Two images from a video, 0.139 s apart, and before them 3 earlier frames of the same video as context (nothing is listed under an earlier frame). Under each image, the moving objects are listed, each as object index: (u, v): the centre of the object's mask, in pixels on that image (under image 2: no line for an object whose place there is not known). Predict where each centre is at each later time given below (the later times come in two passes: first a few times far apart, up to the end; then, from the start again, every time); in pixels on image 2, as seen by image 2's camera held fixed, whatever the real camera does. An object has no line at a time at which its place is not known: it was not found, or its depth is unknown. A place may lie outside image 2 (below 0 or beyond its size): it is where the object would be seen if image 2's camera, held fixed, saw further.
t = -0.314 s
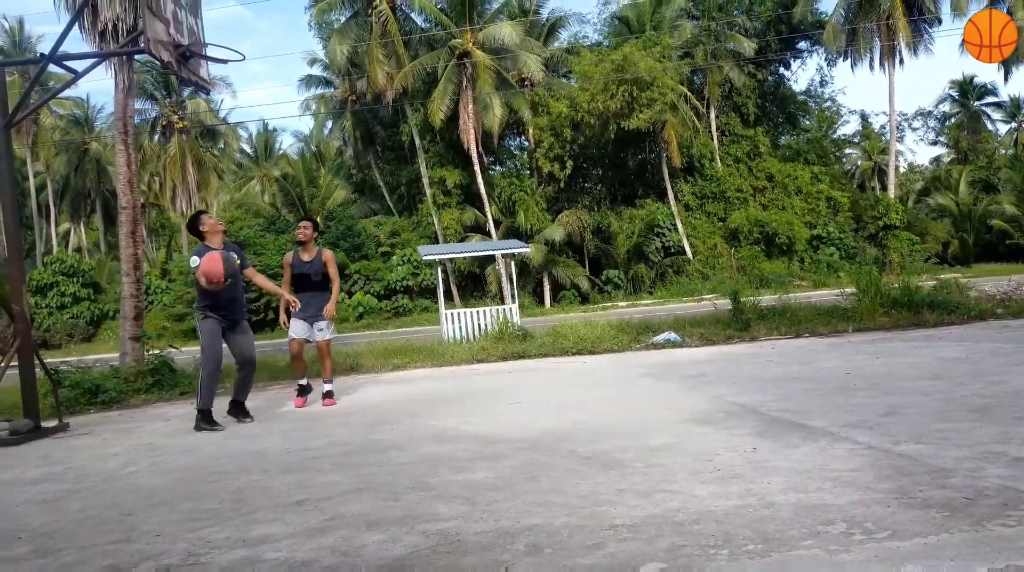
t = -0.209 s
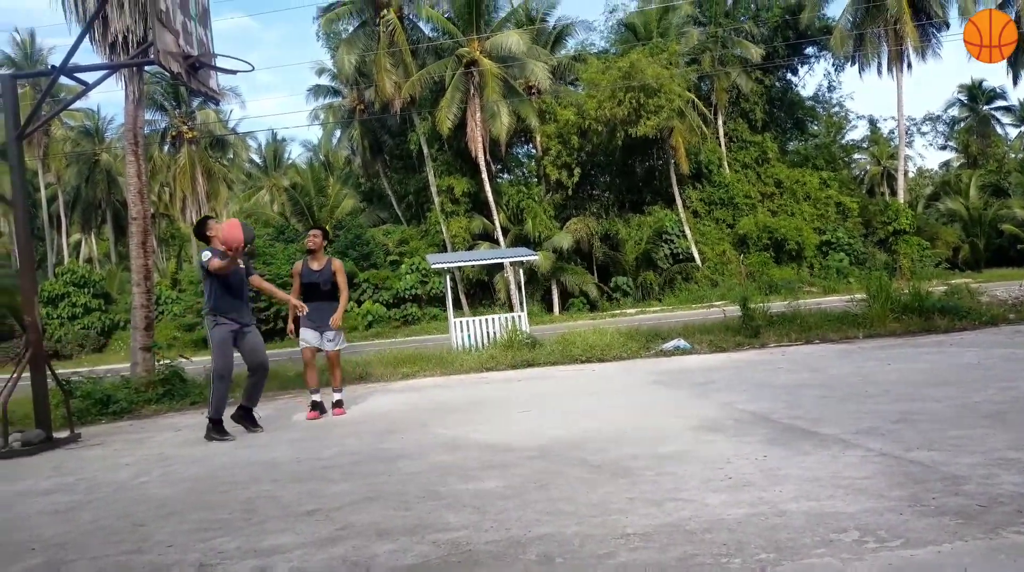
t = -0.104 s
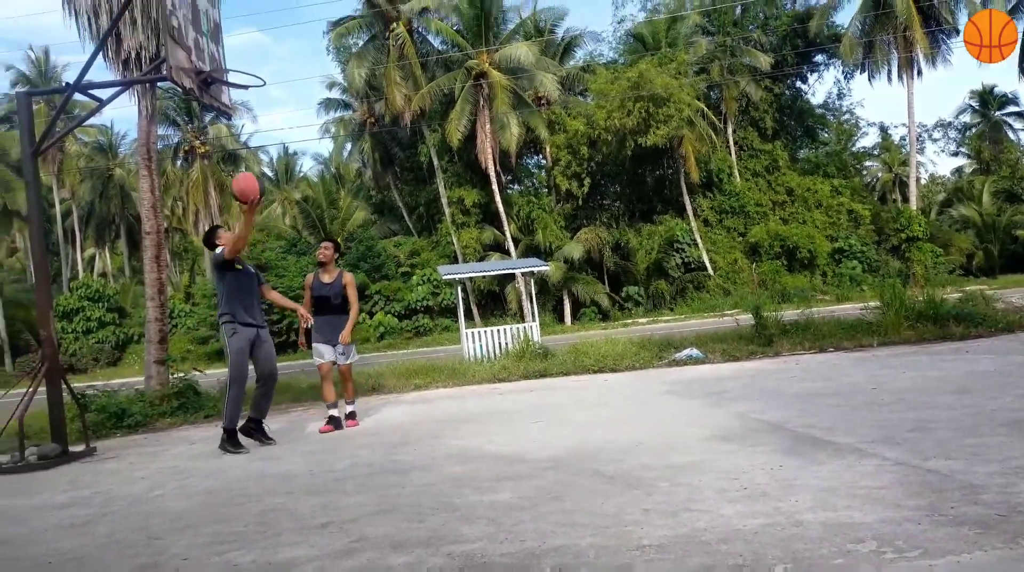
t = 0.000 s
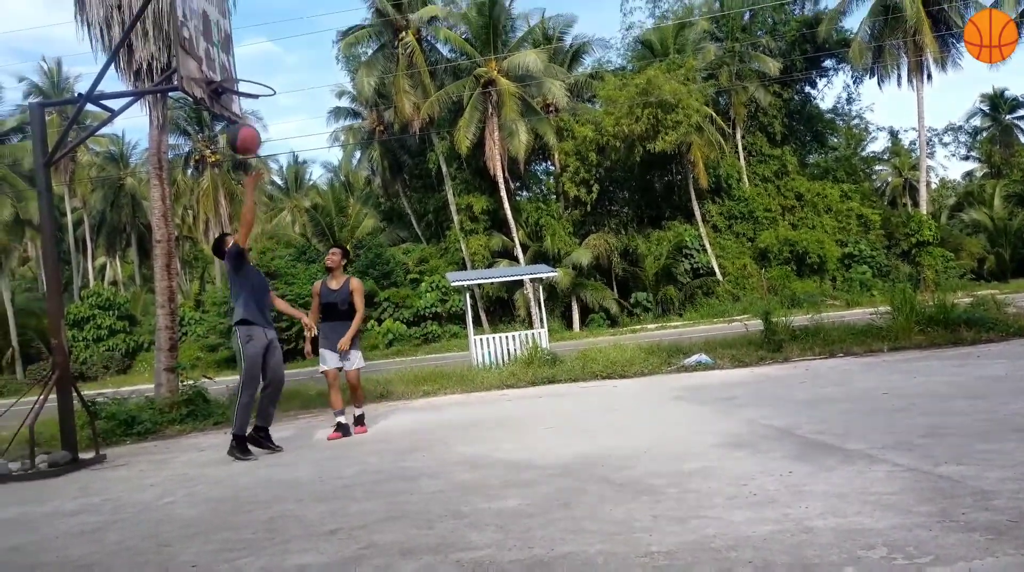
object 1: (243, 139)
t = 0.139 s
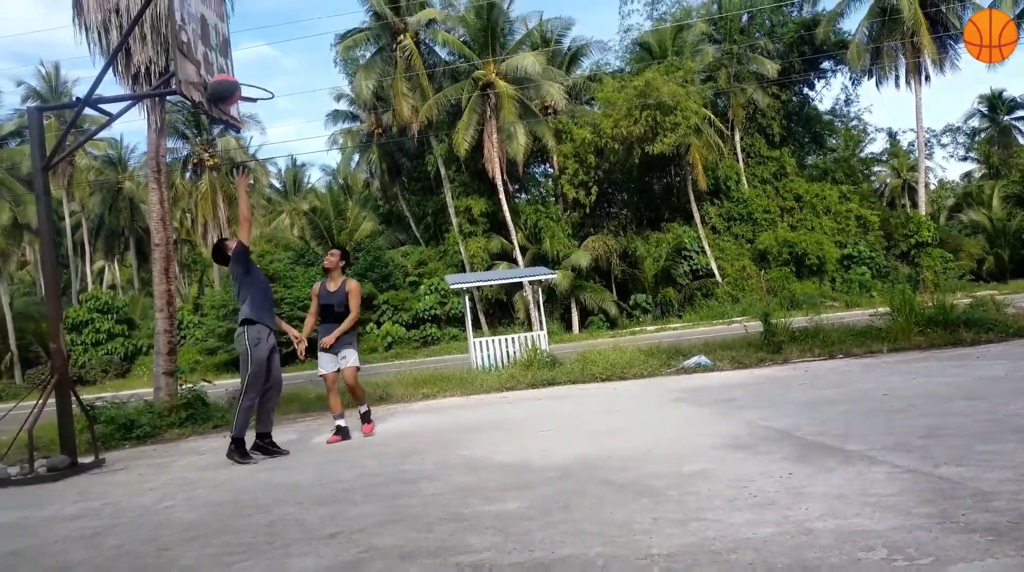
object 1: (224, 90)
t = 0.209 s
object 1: (216, 73)
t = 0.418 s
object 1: (216, 63)
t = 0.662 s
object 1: (231, 69)
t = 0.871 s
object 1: (247, 92)
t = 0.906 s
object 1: (249, 100)
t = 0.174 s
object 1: (220, 80)
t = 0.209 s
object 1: (216, 73)
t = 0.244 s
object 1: (210, 62)
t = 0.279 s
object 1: (207, 59)
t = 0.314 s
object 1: (206, 58)
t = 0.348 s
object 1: (211, 60)
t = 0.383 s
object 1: (213, 60)
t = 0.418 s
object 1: (216, 63)
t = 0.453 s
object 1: (220, 67)
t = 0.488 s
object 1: (222, 66)
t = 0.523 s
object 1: (224, 66)
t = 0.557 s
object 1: (226, 65)
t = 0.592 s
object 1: (227, 66)
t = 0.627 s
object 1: (229, 68)
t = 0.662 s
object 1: (231, 69)
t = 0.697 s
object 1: (233, 70)
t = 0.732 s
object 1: (235, 71)
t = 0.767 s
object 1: (239, 74)
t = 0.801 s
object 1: (241, 79)
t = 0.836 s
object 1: (244, 84)
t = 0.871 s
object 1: (247, 92)
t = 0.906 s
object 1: (249, 100)
